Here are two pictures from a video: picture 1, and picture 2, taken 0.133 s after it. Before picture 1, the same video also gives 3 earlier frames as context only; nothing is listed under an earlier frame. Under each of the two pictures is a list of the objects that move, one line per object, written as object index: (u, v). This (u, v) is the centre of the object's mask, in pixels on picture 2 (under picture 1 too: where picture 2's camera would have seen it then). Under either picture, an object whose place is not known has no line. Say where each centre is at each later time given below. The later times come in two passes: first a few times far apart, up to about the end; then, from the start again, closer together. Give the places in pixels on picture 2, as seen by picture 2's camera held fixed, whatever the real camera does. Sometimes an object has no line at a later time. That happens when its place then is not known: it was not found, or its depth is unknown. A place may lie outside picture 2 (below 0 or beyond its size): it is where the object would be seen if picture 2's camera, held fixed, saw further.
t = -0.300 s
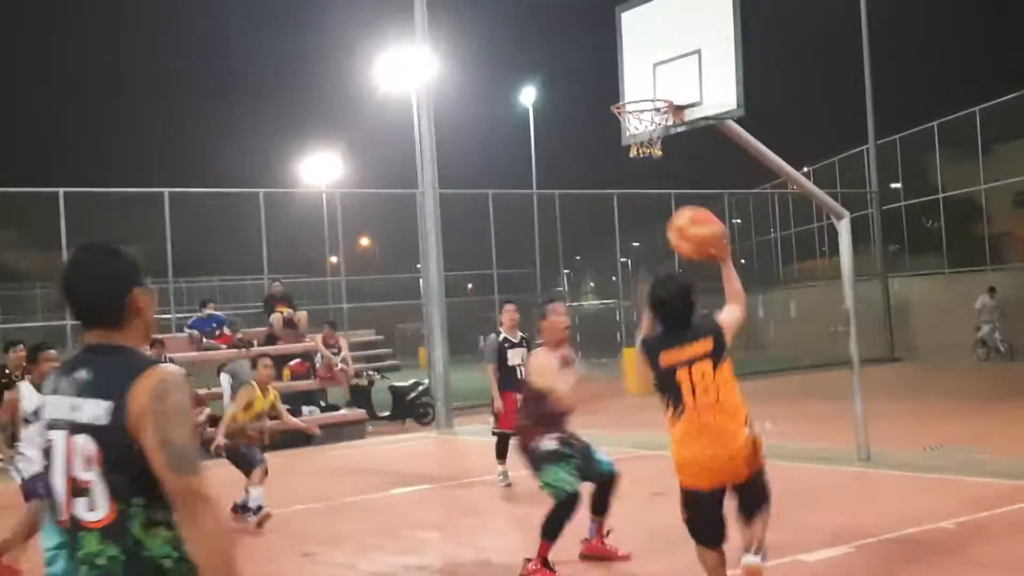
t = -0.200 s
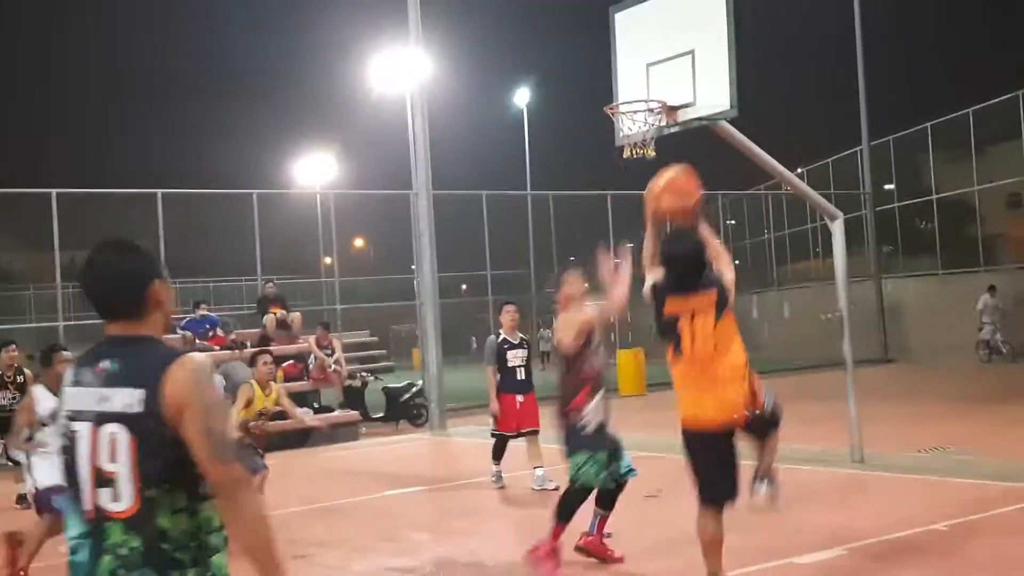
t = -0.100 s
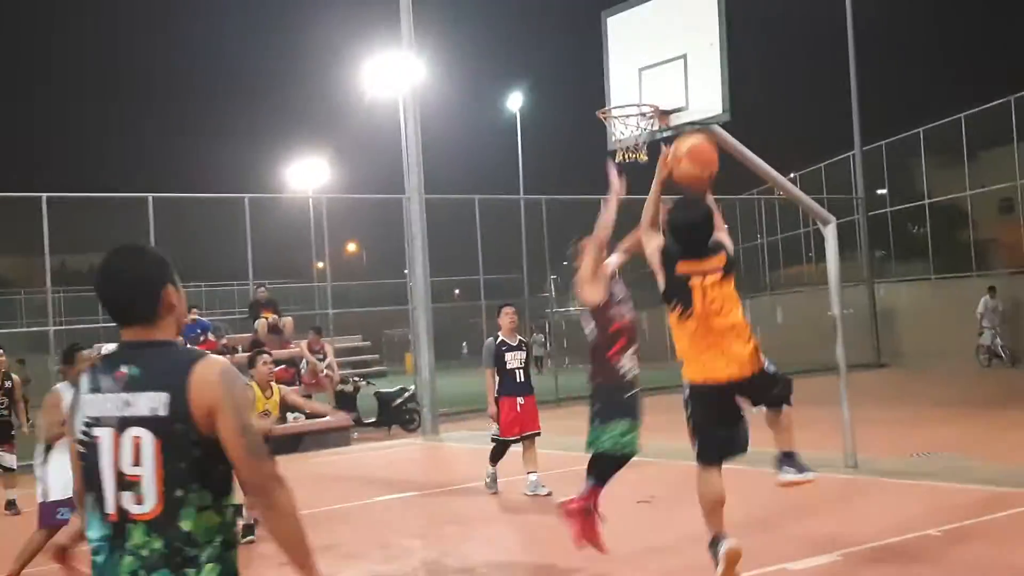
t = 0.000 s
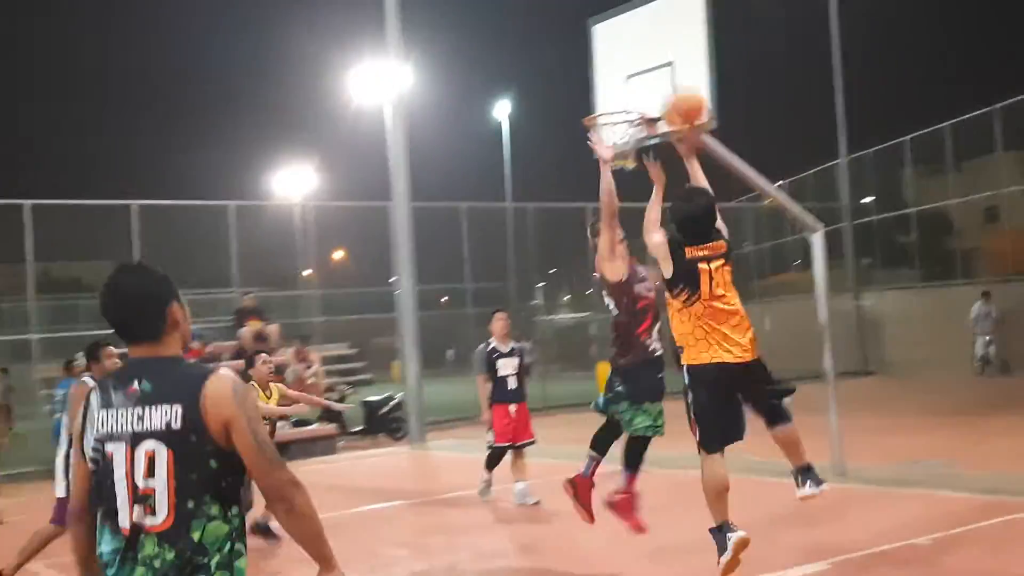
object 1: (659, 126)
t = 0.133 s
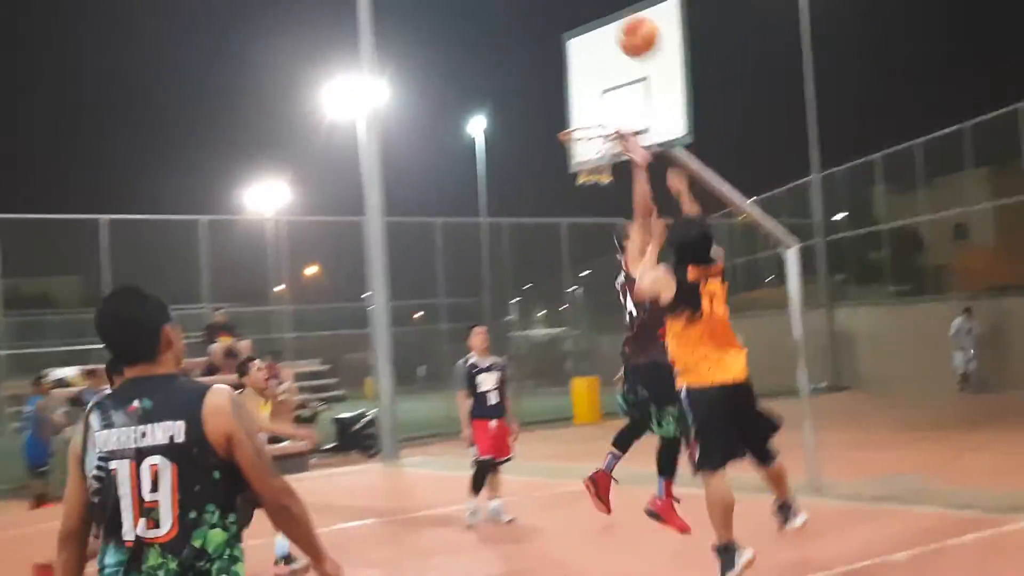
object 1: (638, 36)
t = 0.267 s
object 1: (624, -7)
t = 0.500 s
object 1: (608, -16)
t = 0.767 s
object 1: (598, 65)
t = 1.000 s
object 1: (578, 158)
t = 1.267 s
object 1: (585, 161)
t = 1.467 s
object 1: (599, 222)
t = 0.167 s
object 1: (633, 19)
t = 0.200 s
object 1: (629, 7)
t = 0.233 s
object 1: (626, -1)
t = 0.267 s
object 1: (624, -7)
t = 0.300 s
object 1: (621, -12)
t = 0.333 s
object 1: (619, -15)
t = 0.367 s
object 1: (617, -18)
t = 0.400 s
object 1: (614, -19)
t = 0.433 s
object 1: (612, -20)
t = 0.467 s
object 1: (610, -19)
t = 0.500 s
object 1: (608, -16)
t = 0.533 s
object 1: (608, -10)
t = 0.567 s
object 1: (606, -3)
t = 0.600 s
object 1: (603, 4)
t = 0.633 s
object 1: (601, 12)
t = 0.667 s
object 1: (601, 24)
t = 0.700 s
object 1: (600, 35)
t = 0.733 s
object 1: (599, 50)
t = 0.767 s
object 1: (598, 65)
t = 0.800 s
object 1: (598, 80)
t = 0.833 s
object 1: (597, 96)
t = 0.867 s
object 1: (596, 112)
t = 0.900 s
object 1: (597, 130)
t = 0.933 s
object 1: (591, 139)
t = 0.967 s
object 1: (582, 149)
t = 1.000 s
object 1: (578, 158)
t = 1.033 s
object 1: (575, 154)
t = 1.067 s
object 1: (574, 152)
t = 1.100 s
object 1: (575, 150)
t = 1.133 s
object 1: (575, 150)
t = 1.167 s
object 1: (577, 150)
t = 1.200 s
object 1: (580, 152)
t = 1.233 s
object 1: (581, 156)
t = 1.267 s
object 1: (585, 161)
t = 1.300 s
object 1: (588, 168)
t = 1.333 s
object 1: (591, 174)
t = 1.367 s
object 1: (592, 184)
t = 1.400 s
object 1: (595, 195)
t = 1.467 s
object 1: (599, 222)
